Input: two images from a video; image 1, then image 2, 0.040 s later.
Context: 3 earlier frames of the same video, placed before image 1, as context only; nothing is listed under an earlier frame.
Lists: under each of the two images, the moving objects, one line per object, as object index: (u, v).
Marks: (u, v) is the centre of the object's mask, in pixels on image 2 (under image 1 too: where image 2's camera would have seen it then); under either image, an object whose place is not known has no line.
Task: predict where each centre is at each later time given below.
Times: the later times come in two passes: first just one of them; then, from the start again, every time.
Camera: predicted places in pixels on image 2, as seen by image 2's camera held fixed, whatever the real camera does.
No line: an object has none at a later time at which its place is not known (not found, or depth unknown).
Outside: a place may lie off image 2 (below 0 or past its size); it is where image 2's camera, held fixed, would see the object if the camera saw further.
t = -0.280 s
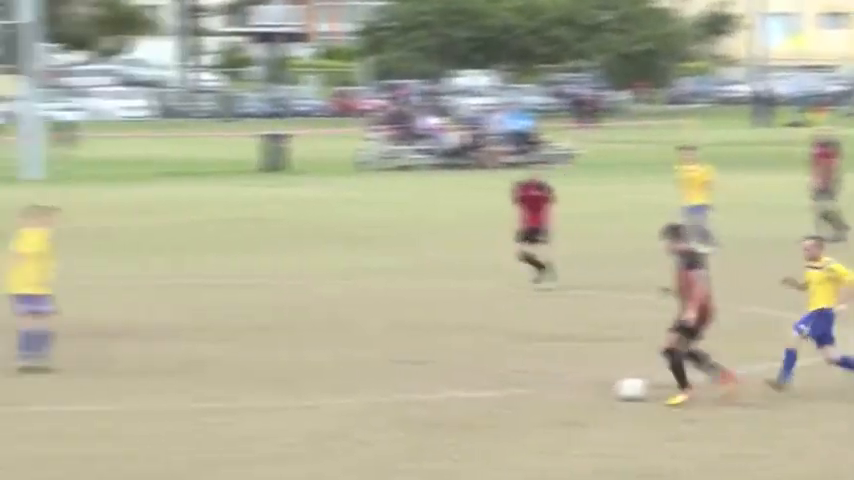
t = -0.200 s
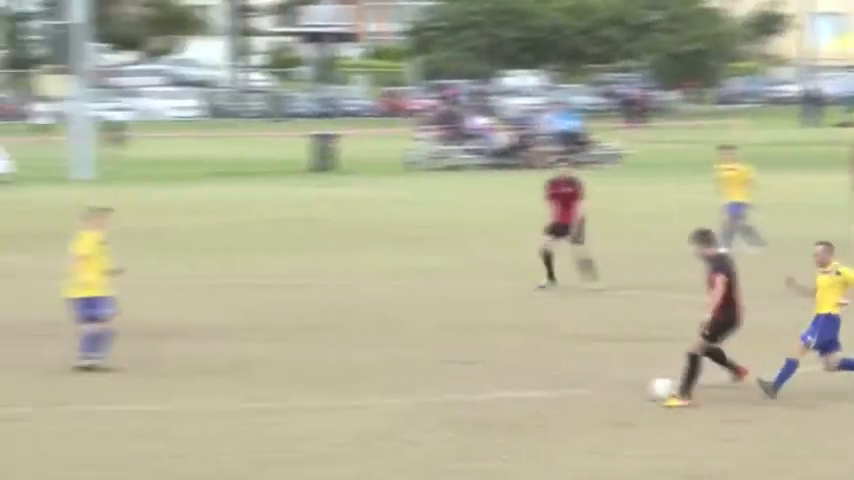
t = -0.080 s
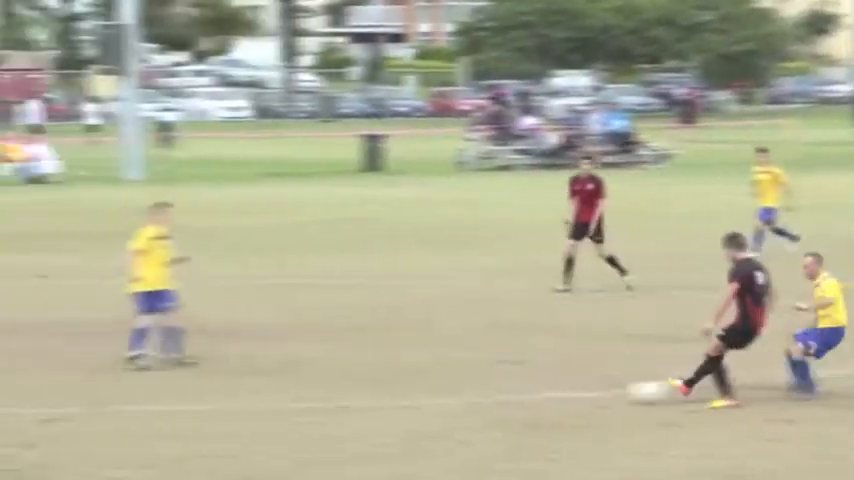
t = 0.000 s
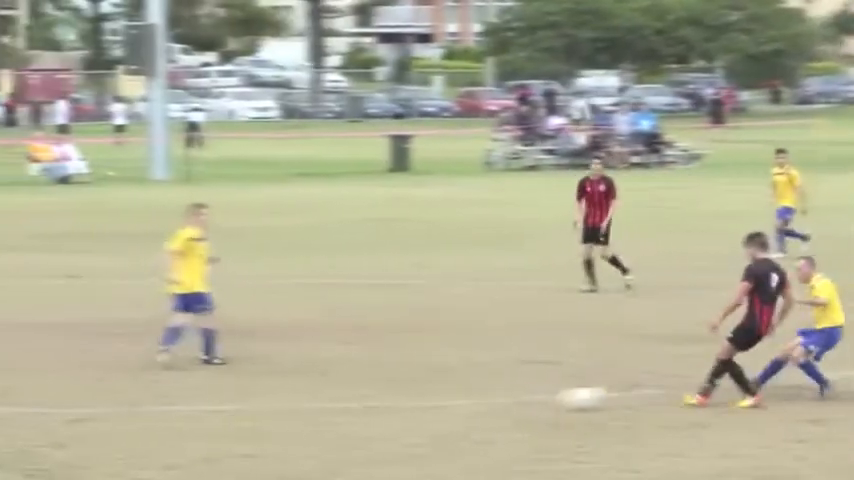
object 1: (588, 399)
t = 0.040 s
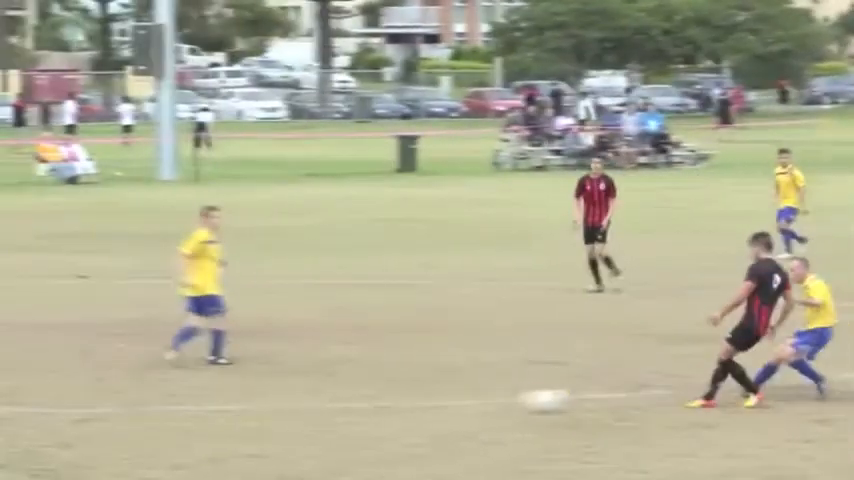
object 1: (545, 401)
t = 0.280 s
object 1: (290, 415)
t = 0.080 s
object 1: (501, 403)
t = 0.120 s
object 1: (457, 406)
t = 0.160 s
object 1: (415, 408)
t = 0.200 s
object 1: (372, 412)
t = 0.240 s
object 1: (330, 413)
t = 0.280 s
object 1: (290, 415)
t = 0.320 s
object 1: (248, 419)
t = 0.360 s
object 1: (216, 422)
